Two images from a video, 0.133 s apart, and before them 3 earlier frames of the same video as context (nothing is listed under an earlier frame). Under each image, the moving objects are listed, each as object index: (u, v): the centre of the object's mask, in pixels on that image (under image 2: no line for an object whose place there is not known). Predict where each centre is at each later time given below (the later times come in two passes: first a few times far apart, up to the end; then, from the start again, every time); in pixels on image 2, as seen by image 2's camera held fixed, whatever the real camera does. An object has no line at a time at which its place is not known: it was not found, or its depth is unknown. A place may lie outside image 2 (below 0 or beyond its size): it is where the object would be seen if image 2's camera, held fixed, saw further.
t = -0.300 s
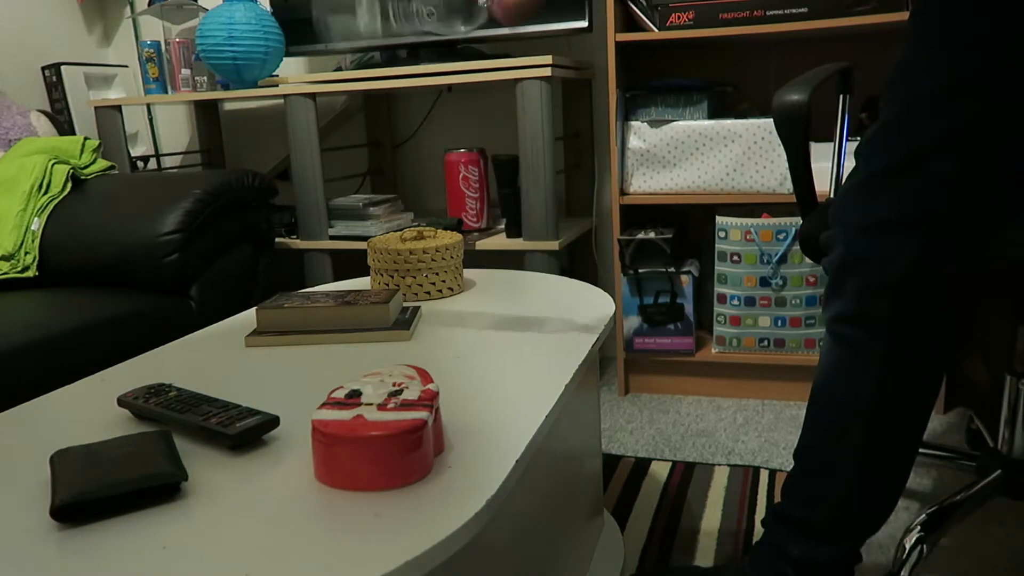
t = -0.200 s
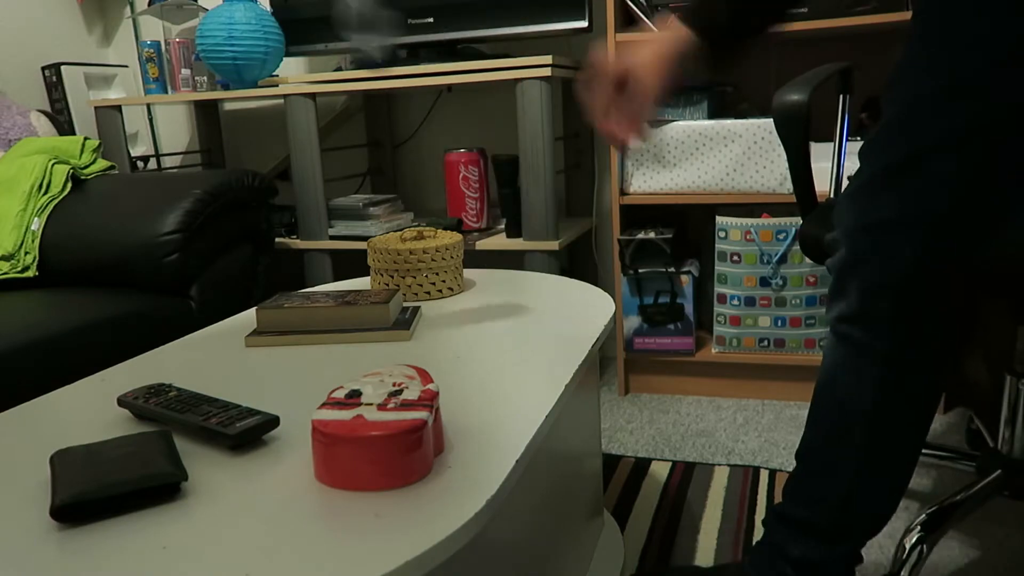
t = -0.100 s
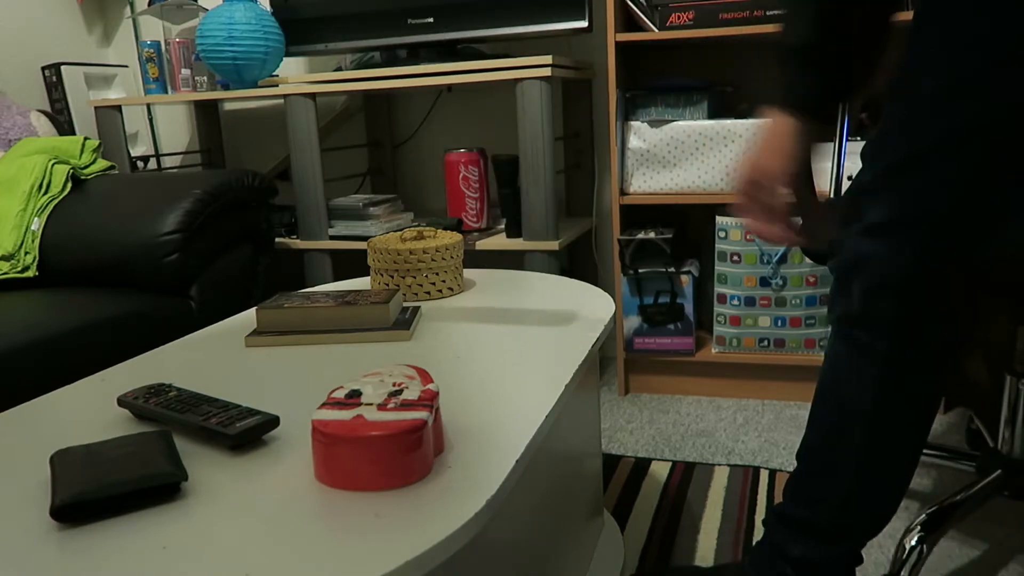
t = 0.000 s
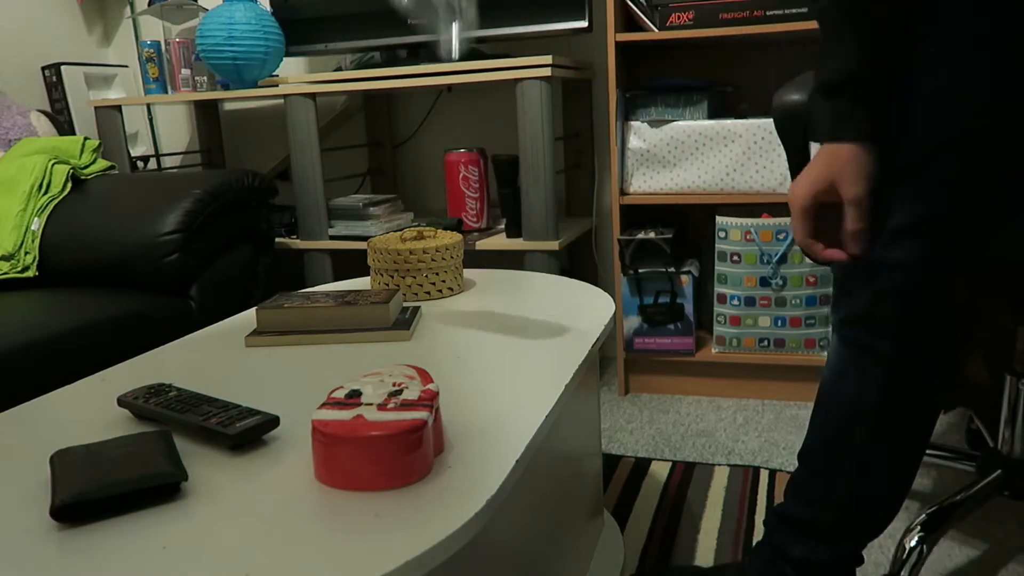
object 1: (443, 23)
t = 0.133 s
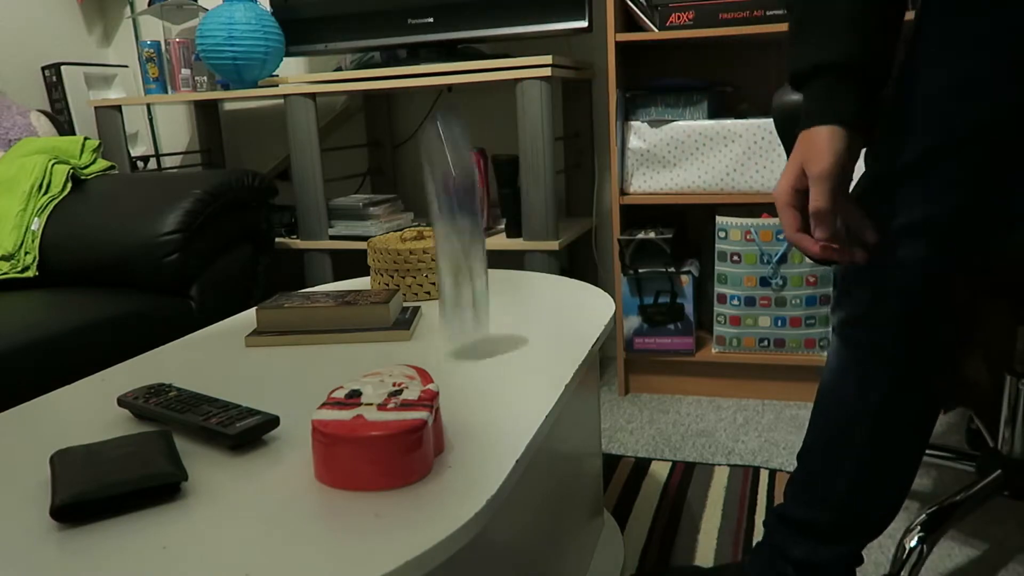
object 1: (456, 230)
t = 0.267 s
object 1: (486, 267)
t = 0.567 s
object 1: (481, 270)
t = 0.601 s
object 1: (481, 270)
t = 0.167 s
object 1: (470, 266)
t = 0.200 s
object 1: (478, 266)
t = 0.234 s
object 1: (484, 267)
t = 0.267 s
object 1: (486, 267)
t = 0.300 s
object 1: (487, 268)
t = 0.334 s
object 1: (487, 268)
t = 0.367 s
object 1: (485, 268)
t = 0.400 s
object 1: (480, 270)
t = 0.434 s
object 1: (480, 269)
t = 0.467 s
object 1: (481, 270)
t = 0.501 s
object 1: (481, 270)
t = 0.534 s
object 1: (481, 270)
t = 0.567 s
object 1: (481, 270)
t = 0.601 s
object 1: (481, 270)
